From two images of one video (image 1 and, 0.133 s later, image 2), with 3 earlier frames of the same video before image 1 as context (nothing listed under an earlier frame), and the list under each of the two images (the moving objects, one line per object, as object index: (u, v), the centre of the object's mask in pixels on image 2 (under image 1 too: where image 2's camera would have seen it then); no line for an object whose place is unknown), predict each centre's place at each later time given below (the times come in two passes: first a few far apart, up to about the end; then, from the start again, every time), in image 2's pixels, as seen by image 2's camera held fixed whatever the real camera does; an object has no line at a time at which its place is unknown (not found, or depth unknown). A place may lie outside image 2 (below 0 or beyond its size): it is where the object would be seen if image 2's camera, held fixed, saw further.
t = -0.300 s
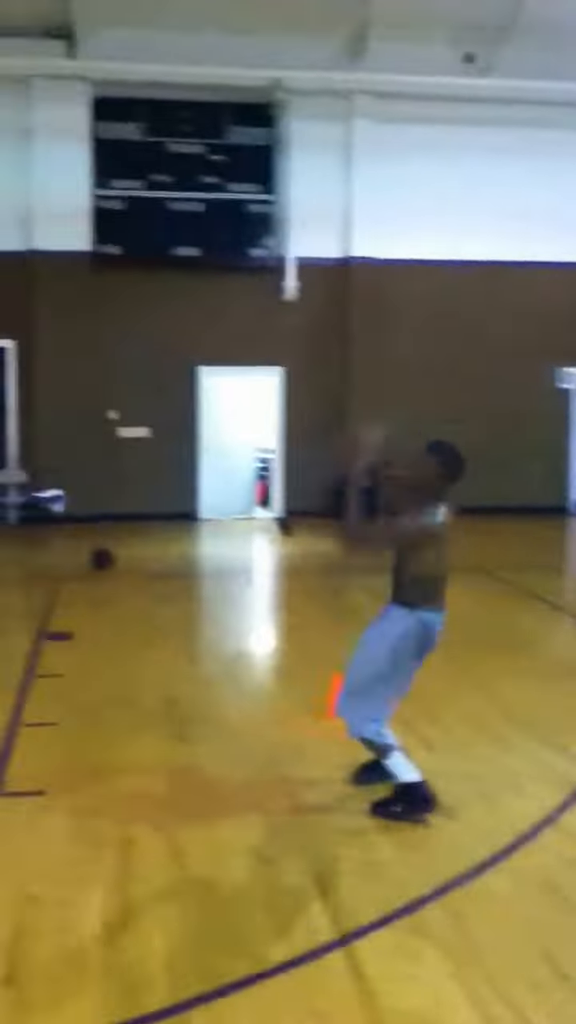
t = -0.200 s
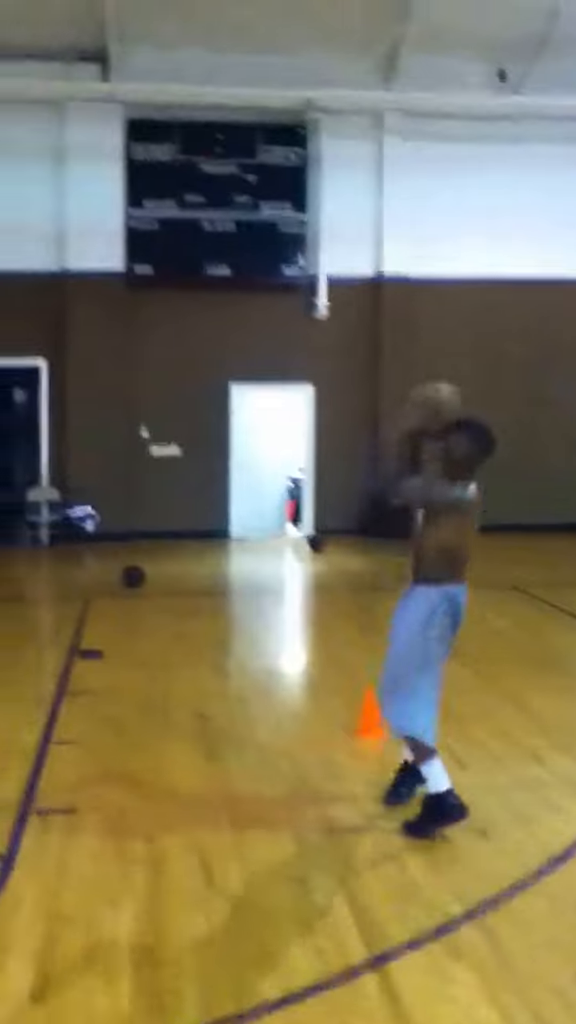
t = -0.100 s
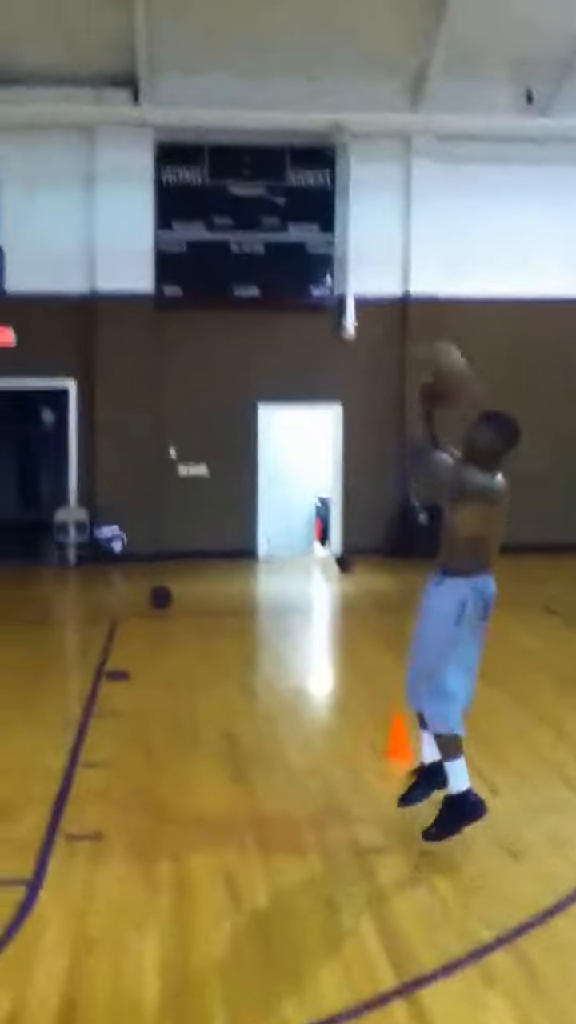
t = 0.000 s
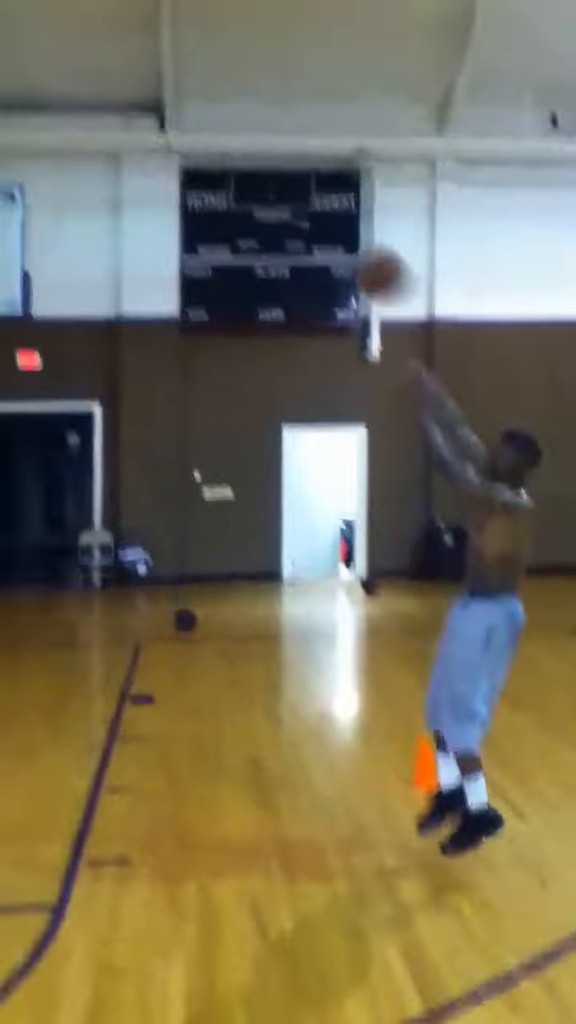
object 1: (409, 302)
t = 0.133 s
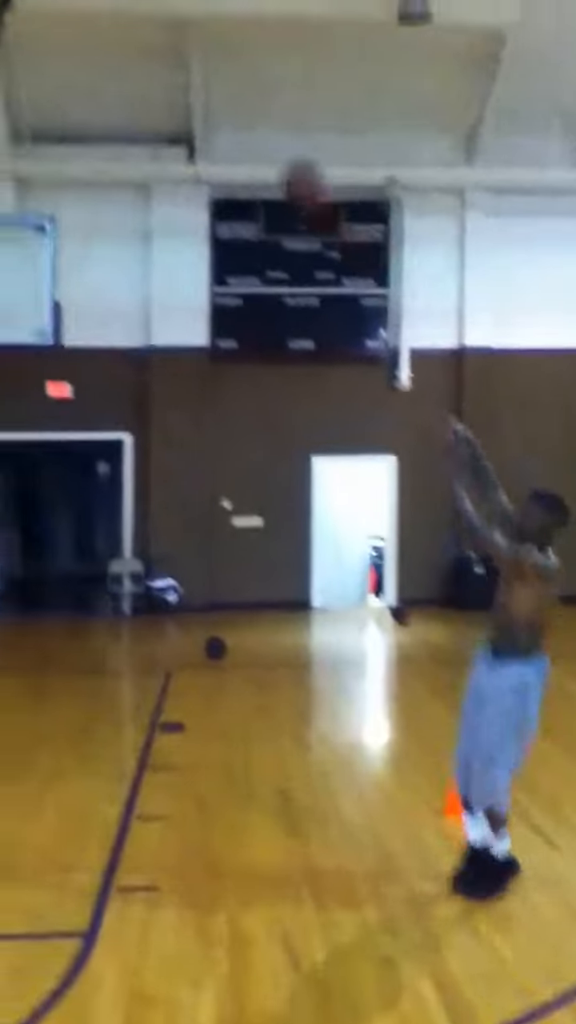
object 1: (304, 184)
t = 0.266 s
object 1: (222, 123)
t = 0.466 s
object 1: (119, 101)
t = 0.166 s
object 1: (282, 166)
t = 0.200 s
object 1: (261, 148)
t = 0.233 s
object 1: (241, 134)
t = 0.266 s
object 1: (222, 123)
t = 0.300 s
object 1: (202, 114)
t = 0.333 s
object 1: (185, 108)
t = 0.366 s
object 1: (167, 103)
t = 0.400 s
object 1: (151, 100)
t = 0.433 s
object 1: (134, 100)
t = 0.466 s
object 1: (119, 101)
